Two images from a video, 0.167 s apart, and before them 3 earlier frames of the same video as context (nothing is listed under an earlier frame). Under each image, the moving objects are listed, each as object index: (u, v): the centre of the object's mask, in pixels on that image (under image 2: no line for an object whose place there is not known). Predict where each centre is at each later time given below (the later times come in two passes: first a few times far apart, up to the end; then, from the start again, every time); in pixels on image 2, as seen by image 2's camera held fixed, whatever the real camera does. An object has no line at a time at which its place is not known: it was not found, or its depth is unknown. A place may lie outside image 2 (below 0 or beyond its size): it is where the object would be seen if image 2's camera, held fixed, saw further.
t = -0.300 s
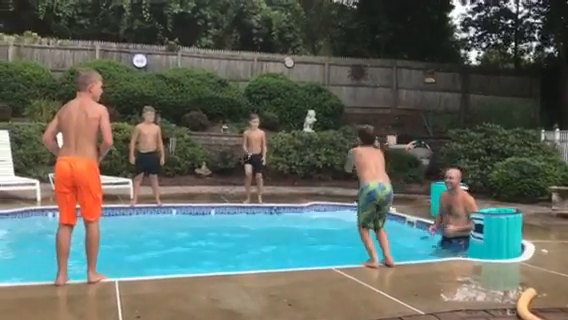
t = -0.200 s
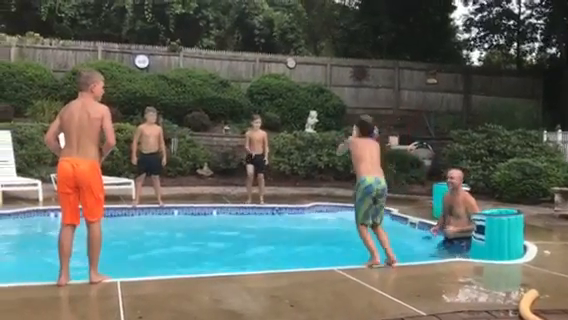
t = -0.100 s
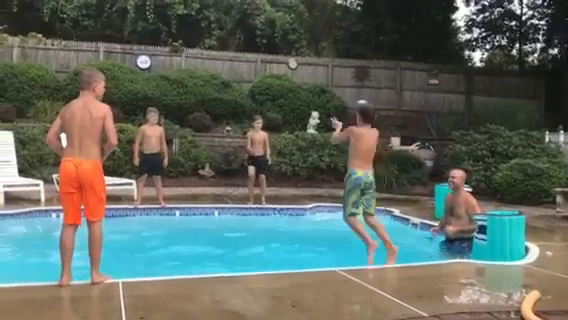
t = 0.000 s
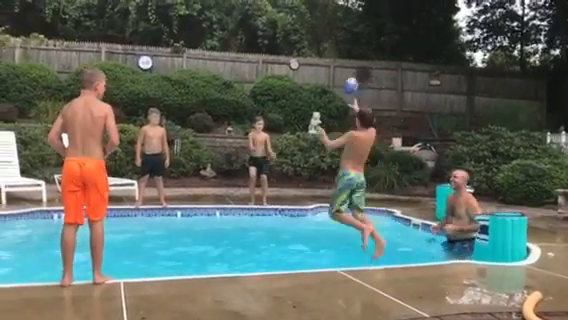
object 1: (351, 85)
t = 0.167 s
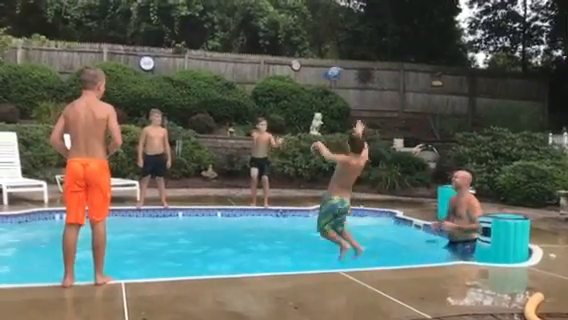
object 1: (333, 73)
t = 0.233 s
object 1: (326, 75)
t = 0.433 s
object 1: (307, 98)
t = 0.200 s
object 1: (328, 73)
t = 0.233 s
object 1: (326, 75)
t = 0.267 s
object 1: (323, 76)
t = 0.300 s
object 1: (319, 80)
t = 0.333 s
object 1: (316, 83)
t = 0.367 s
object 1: (313, 88)
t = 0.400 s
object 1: (310, 91)
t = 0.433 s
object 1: (307, 98)
